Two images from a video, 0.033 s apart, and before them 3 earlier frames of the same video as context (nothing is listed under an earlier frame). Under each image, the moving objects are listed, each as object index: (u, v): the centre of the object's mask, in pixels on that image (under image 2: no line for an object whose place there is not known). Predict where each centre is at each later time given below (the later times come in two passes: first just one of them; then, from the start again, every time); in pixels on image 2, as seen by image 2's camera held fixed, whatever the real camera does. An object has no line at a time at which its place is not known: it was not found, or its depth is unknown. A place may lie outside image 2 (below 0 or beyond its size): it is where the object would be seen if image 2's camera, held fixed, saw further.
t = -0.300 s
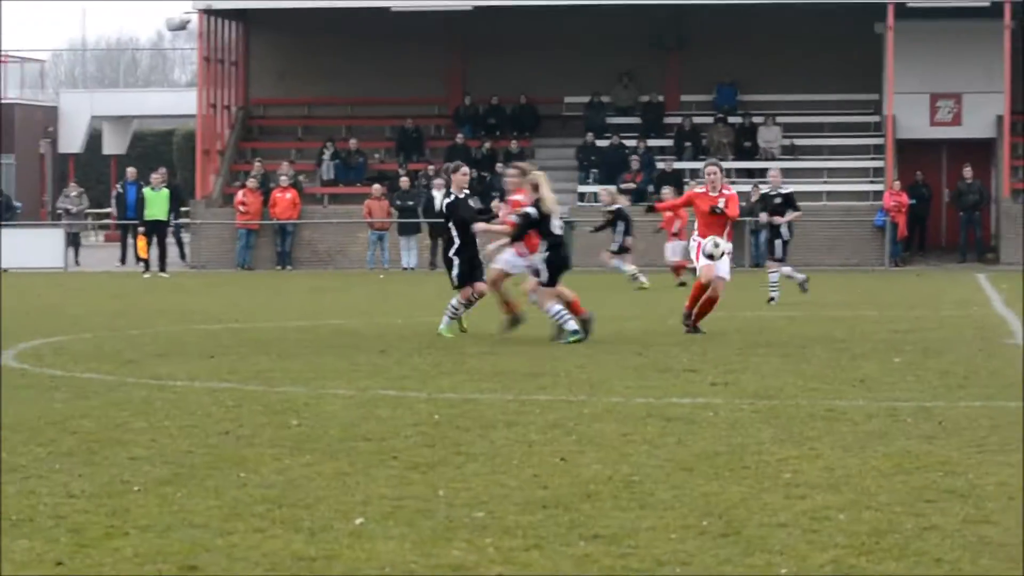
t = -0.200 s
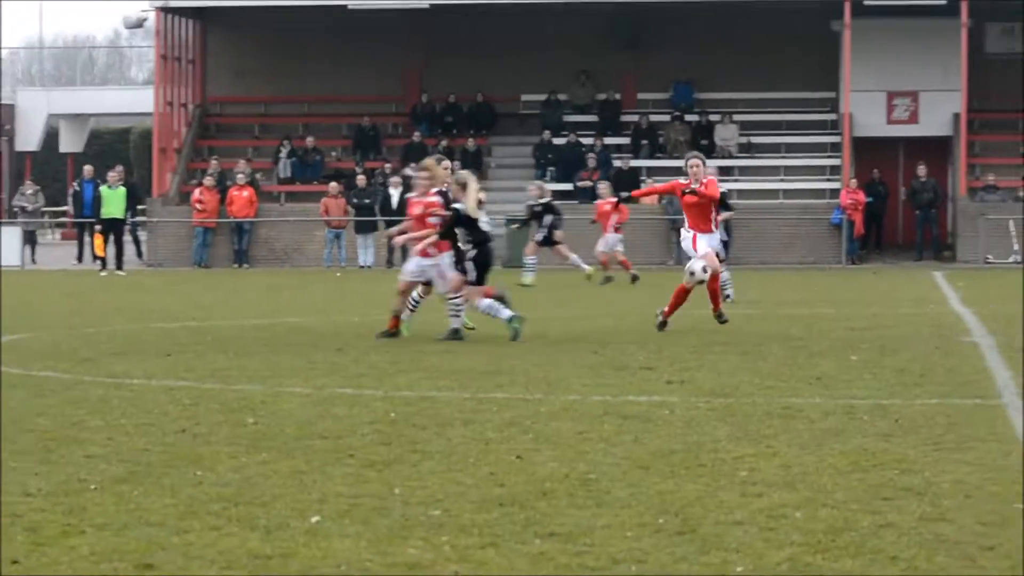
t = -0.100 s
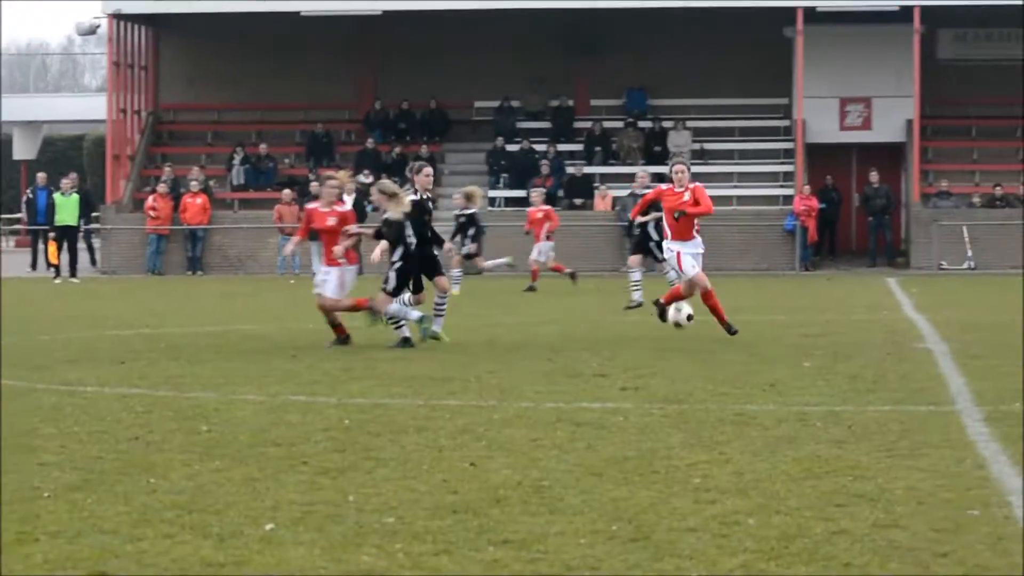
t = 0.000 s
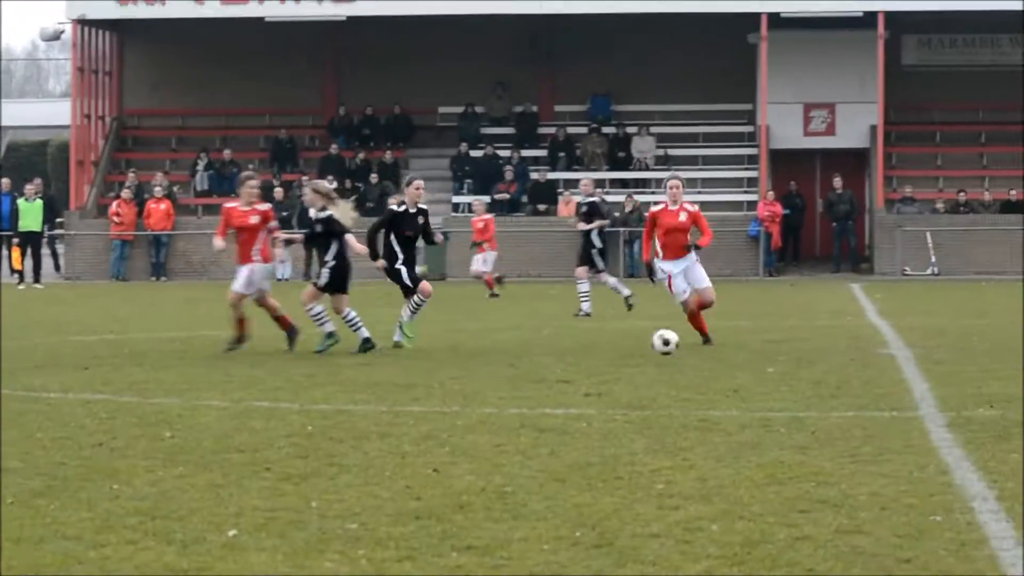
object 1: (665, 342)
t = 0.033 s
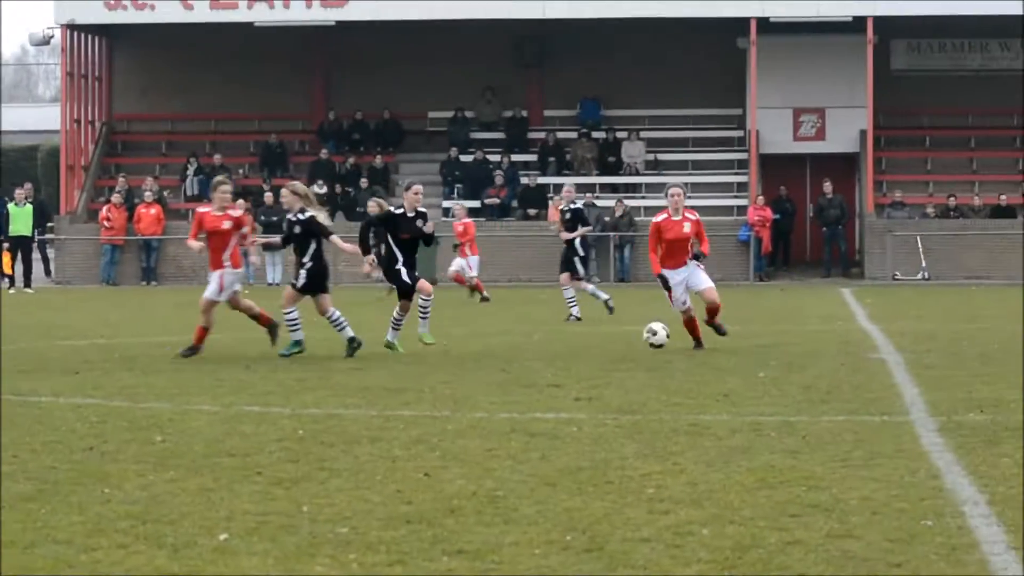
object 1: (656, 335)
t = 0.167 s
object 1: (655, 314)
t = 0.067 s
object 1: (657, 330)
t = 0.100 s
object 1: (656, 320)
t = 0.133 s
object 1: (653, 317)
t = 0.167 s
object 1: (655, 314)
